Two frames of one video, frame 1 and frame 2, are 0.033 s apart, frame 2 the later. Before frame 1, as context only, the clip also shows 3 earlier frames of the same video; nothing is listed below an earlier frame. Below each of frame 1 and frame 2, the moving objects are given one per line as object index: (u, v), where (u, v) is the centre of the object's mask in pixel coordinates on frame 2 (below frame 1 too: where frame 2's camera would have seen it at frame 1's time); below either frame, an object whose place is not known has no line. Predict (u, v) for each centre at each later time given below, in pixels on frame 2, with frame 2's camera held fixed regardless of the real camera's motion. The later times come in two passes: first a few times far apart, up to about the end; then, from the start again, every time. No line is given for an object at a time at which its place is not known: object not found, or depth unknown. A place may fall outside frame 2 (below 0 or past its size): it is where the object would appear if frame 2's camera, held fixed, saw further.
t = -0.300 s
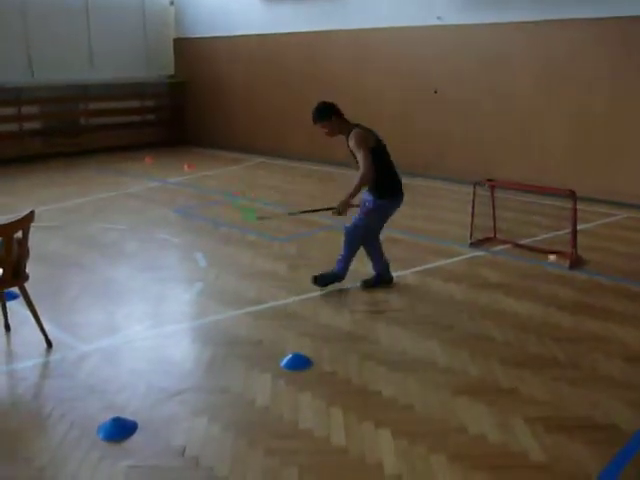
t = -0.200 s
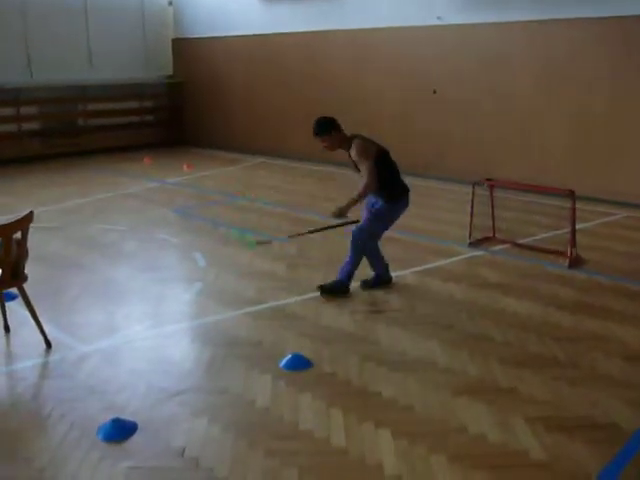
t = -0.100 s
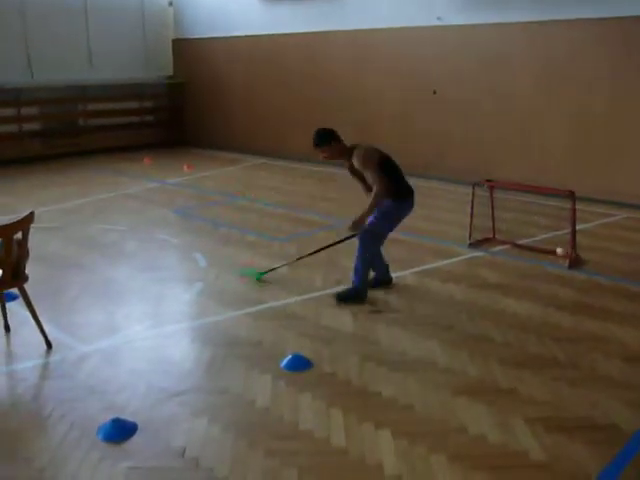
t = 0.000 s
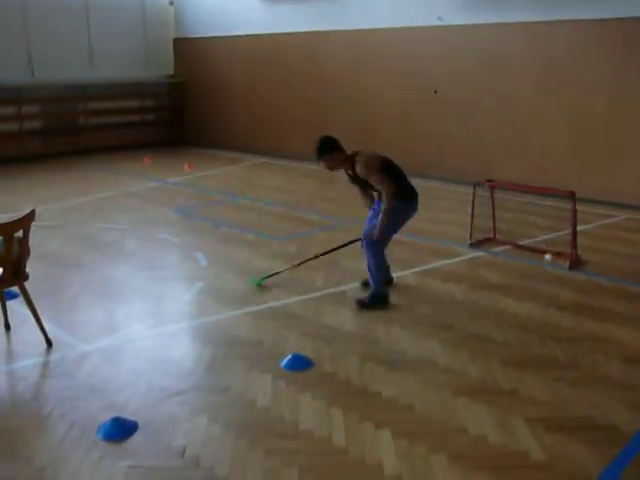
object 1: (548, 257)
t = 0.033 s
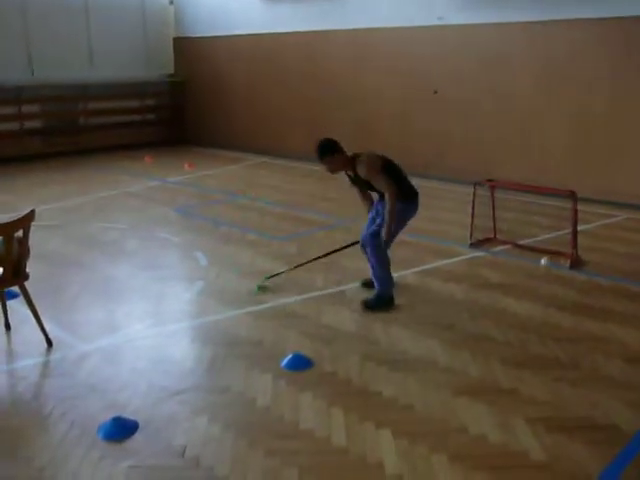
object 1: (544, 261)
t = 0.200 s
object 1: (520, 265)
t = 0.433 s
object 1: (486, 275)
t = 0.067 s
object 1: (538, 261)
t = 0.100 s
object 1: (534, 261)
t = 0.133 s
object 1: (530, 262)
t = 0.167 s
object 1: (526, 264)
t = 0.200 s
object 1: (520, 265)
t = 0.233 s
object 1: (516, 266)
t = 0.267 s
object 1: (511, 268)
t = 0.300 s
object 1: (508, 269)
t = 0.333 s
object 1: (501, 269)
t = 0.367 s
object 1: (497, 270)
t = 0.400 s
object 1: (492, 274)
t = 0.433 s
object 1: (486, 275)
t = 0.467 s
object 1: (481, 276)
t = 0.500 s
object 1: (475, 275)
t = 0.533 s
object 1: (472, 276)
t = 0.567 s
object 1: (466, 279)
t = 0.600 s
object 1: (461, 280)
